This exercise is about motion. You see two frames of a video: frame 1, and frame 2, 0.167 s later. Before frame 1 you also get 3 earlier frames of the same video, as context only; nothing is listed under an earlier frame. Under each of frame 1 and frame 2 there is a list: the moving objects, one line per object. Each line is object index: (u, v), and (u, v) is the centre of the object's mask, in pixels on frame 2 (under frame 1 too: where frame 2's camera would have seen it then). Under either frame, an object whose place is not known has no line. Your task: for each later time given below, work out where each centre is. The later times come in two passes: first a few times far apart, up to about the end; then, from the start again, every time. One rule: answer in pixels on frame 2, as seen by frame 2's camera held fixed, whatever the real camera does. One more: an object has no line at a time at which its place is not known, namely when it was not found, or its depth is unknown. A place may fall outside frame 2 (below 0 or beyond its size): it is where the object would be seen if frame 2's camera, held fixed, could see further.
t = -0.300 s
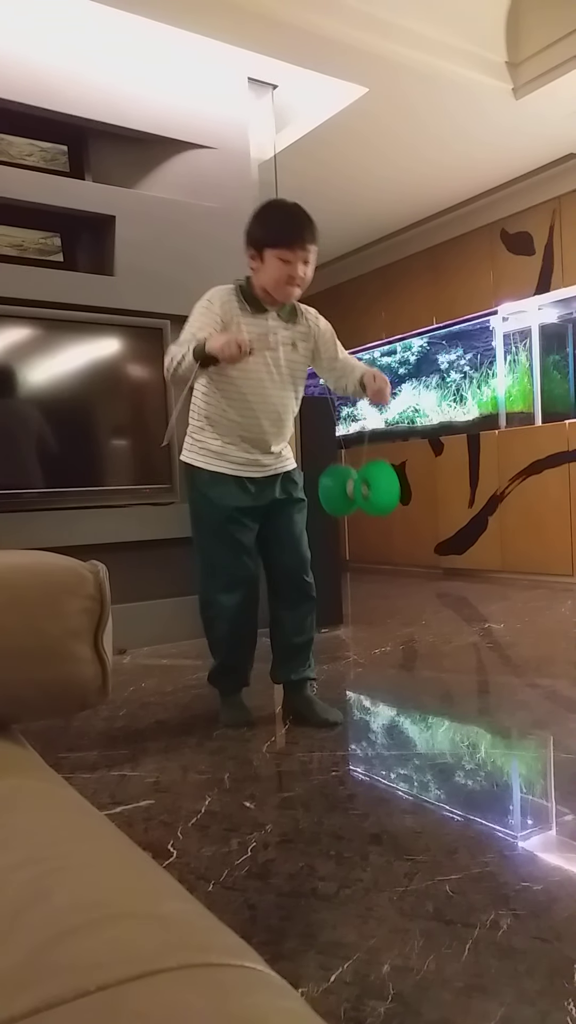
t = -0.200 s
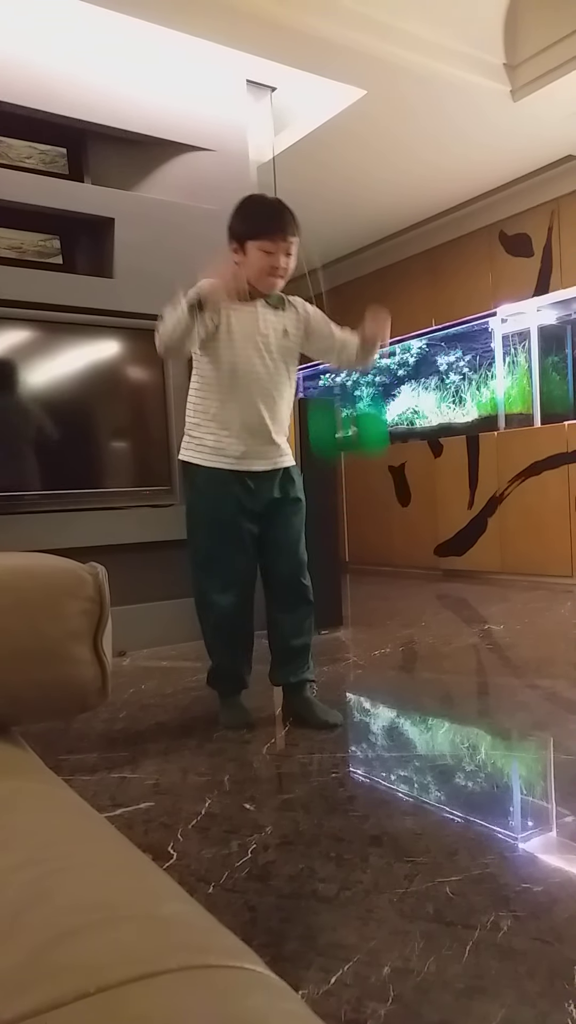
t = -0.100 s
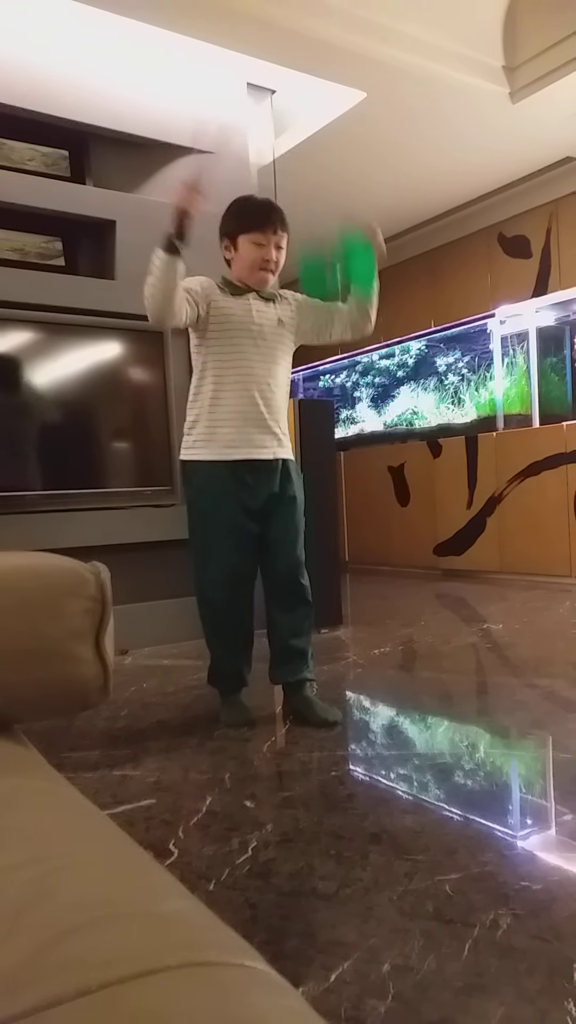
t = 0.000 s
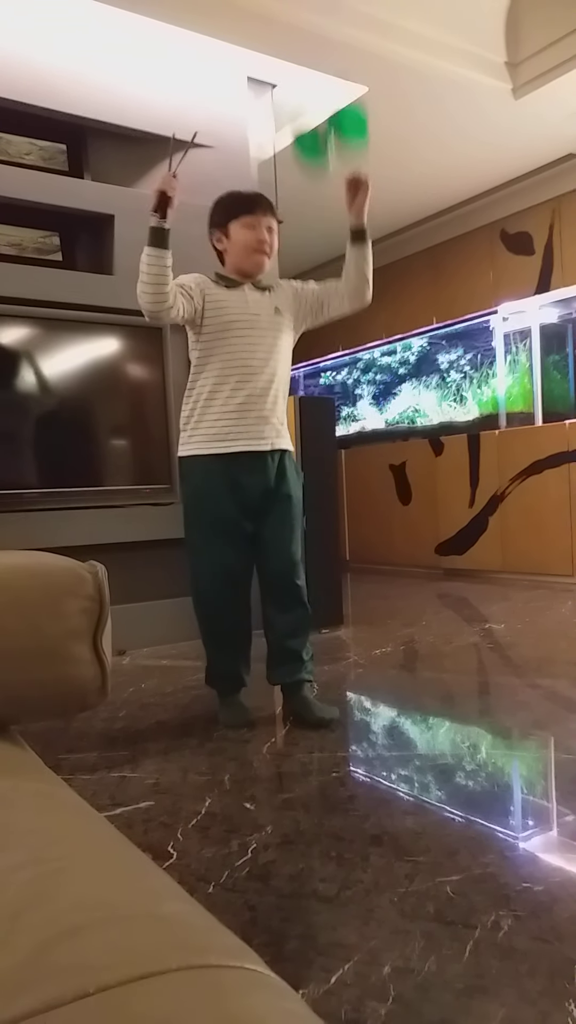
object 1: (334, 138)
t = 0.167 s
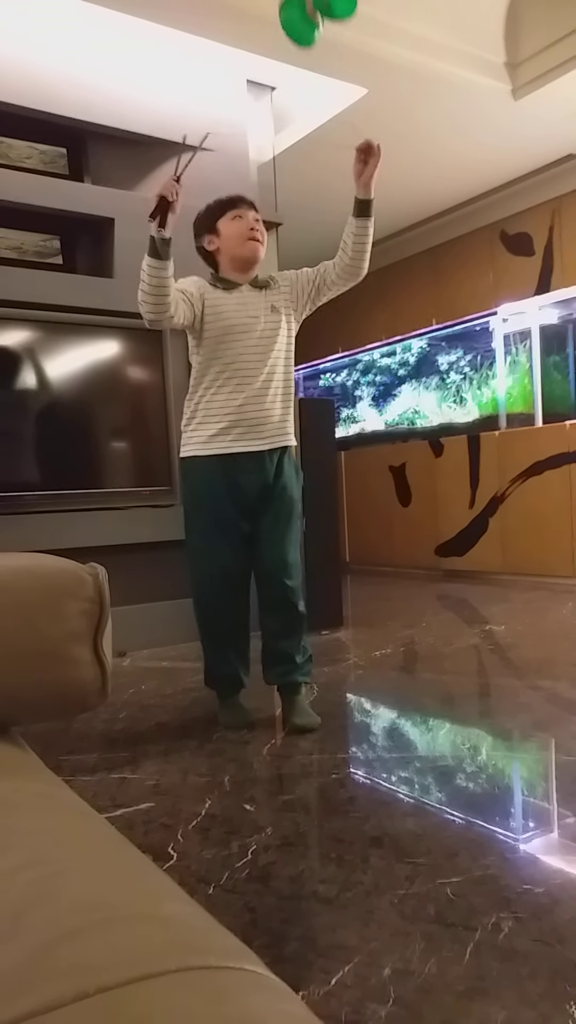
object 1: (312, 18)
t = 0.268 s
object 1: (304, 10)
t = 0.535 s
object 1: (315, 138)
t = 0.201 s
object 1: (308, 13)
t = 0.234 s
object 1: (305, 9)
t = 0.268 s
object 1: (304, 10)
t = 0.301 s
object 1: (303, 11)
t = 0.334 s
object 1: (305, 13)
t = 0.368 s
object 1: (307, 18)
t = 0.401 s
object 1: (311, 27)
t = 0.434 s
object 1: (313, 43)
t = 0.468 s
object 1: (315, 67)
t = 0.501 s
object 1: (314, 97)
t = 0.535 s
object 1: (315, 138)
